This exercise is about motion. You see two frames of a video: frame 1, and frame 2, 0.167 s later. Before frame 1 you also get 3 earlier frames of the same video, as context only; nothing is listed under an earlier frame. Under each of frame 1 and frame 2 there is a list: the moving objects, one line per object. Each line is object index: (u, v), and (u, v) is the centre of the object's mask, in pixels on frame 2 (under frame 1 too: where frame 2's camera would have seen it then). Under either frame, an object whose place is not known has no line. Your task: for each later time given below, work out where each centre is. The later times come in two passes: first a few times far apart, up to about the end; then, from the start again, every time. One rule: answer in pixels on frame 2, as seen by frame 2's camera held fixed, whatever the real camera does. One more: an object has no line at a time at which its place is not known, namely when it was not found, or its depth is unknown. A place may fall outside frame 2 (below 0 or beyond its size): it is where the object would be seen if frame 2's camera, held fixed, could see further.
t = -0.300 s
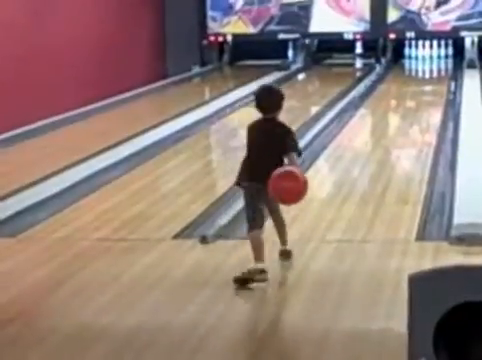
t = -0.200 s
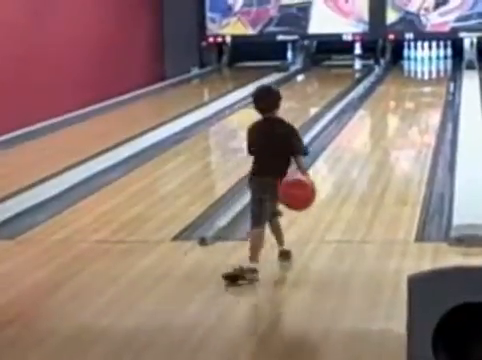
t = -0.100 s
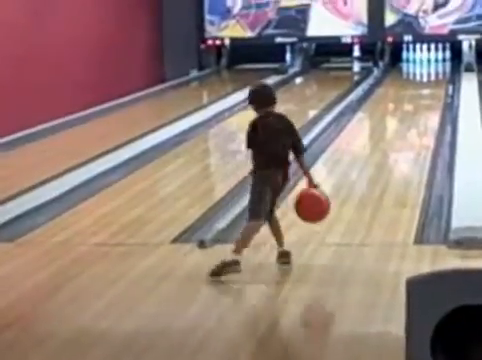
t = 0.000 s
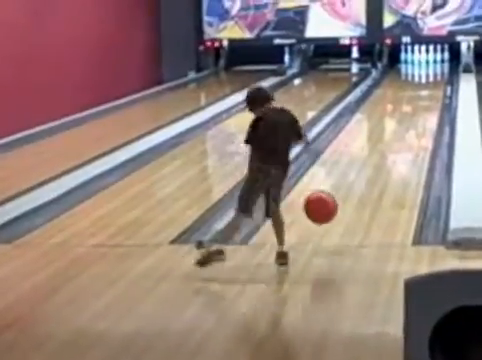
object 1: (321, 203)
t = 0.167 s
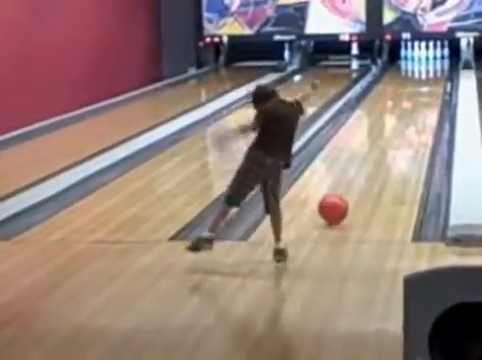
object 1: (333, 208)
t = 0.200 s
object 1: (334, 206)
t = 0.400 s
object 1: (346, 189)
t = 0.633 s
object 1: (356, 171)
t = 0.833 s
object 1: (364, 158)
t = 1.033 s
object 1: (370, 147)
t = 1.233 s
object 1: (375, 137)
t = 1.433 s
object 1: (380, 129)
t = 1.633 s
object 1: (384, 121)
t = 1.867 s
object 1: (389, 111)
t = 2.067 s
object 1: (391, 107)
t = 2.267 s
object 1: (394, 102)
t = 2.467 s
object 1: (396, 98)
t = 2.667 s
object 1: (398, 94)
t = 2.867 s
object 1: (400, 90)
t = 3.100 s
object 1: (403, 85)
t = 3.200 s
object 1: (403, 83)
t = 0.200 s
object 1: (334, 206)
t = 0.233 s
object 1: (337, 204)
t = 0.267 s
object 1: (339, 201)
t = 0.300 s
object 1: (341, 197)
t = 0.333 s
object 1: (342, 194)
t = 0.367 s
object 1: (344, 192)
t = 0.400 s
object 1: (346, 189)
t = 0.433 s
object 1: (348, 186)
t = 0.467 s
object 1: (349, 183)
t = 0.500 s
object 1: (350, 181)
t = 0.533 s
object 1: (352, 178)
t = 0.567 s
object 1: (354, 176)
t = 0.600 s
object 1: (355, 173)
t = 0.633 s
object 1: (356, 171)
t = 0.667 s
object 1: (358, 169)
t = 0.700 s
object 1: (359, 166)
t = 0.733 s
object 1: (360, 164)
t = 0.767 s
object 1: (361, 162)
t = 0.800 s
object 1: (362, 160)
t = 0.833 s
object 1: (364, 158)
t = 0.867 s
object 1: (365, 156)
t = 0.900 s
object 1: (366, 154)
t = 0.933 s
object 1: (367, 152)
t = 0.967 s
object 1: (368, 151)
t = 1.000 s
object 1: (369, 148)
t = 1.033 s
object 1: (370, 147)
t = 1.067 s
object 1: (371, 145)
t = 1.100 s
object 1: (372, 143)
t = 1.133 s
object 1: (373, 142)
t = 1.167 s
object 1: (374, 140)
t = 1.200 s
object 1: (374, 138)
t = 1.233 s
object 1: (375, 137)
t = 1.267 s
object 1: (376, 136)
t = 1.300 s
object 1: (377, 134)
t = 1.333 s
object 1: (378, 132)
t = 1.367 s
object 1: (378, 131)
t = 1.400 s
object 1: (379, 129)
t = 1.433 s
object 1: (380, 129)
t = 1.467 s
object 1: (380, 128)
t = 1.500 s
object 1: (381, 126)
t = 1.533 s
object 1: (382, 125)
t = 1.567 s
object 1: (383, 124)
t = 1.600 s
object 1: (383, 122)
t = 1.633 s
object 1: (384, 121)
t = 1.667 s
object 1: (385, 120)
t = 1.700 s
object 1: (385, 119)
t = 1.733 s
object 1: (386, 118)
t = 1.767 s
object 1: (386, 117)
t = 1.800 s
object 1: (387, 116)
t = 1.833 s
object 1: (388, 115)
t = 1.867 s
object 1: (389, 111)
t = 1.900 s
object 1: (390, 110)
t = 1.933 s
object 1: (390, 110)
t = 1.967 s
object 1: (390, 110)
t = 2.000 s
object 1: (390, 109)
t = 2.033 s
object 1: (390, 109)
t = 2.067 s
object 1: (391, 107)
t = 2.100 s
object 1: (392, 106)
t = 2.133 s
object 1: (392, 106)
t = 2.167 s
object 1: (392, 105)
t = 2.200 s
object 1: (393, 104)
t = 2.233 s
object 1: (393, 103)
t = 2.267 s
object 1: (394, 102)
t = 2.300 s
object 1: (394, 101)
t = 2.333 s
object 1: (394, 101)
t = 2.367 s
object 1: (395, 100)
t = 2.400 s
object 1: (395, 99)
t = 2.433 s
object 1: (396, 99)
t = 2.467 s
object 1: (396, 98)
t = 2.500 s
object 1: (396, 97)
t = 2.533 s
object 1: (397, 96)
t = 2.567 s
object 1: (397, 95)
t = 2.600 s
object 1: (397, 95)
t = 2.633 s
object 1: (398, 94)
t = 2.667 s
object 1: (398, 94)
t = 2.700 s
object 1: (398, 93)
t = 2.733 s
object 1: (398, 93)
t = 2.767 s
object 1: (398, 92)
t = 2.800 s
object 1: (399, 91)
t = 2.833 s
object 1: (399, 91)
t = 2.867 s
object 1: (400, 90)
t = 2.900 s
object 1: (400, 89)
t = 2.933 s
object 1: (401, 88)
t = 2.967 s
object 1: (401, 87)
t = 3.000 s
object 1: (401, 87)
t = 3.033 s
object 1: (401, 87)
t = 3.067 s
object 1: (401, 86)
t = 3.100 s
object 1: (403, 85)
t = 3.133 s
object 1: (403, 84)
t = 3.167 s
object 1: (403, 83)
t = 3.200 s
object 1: (403, 83)
